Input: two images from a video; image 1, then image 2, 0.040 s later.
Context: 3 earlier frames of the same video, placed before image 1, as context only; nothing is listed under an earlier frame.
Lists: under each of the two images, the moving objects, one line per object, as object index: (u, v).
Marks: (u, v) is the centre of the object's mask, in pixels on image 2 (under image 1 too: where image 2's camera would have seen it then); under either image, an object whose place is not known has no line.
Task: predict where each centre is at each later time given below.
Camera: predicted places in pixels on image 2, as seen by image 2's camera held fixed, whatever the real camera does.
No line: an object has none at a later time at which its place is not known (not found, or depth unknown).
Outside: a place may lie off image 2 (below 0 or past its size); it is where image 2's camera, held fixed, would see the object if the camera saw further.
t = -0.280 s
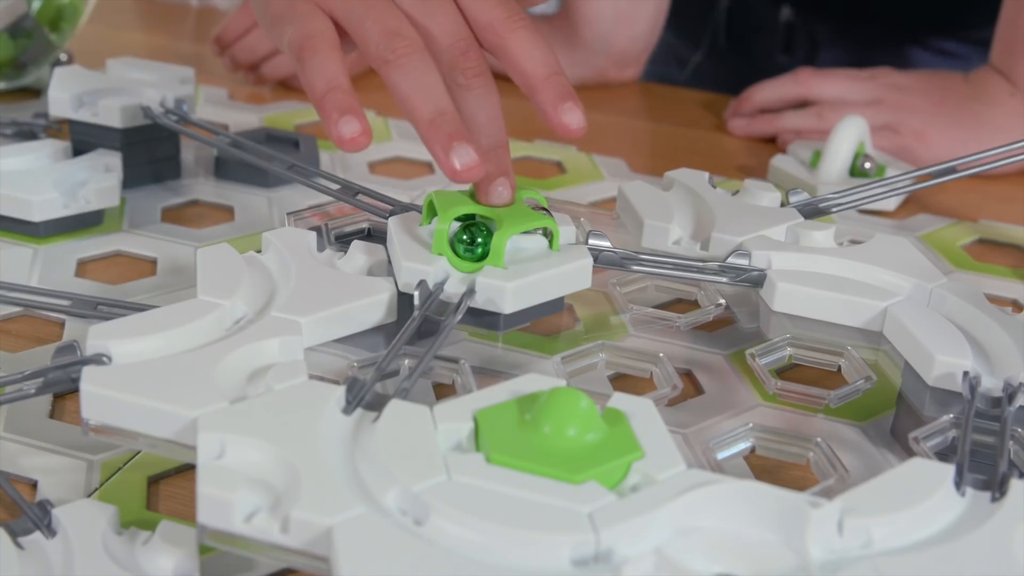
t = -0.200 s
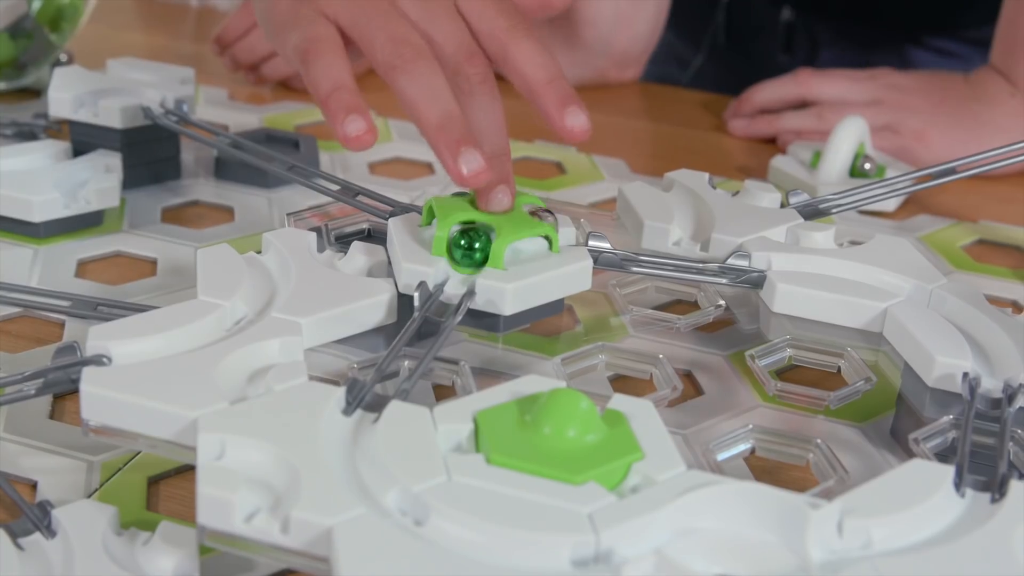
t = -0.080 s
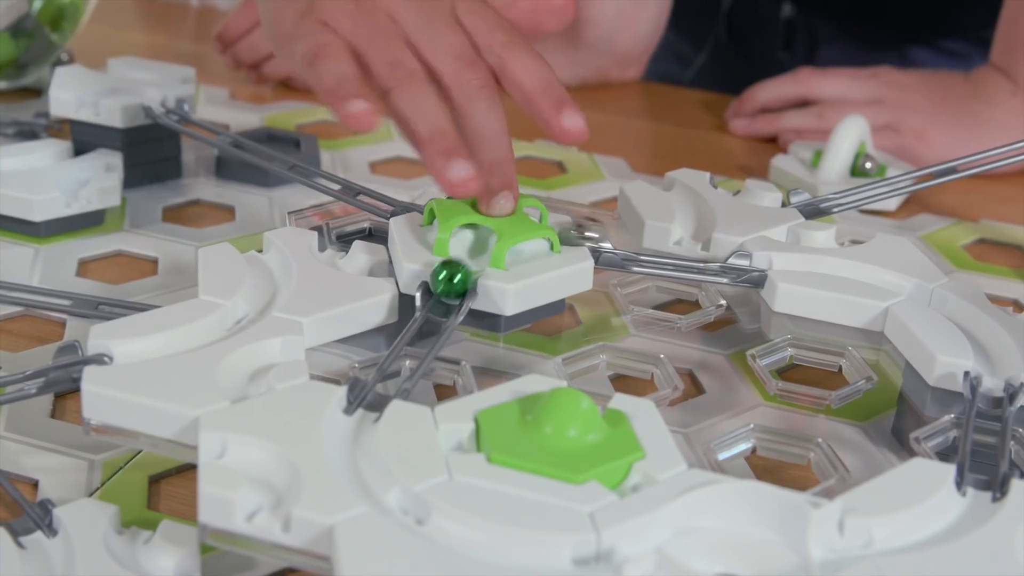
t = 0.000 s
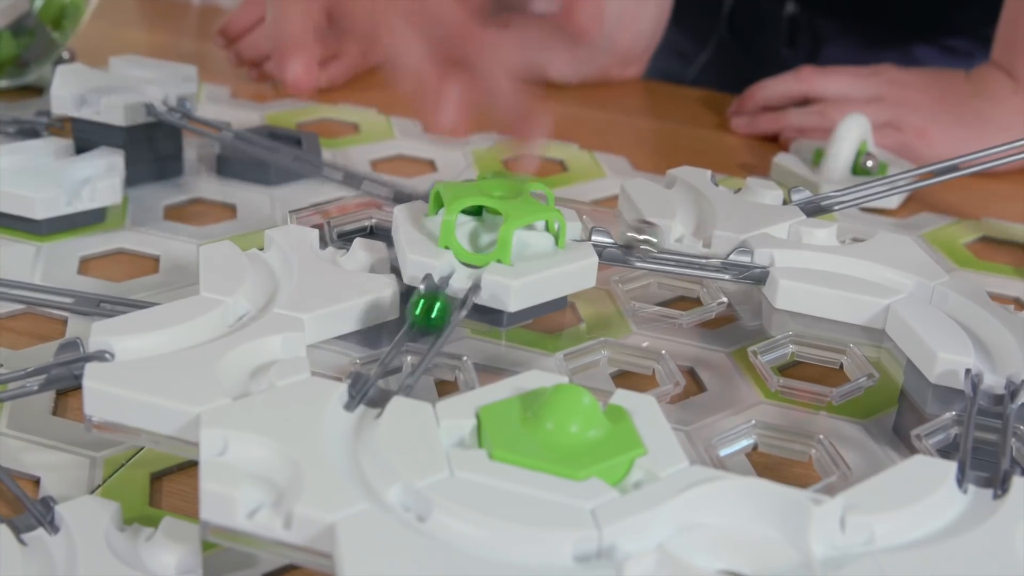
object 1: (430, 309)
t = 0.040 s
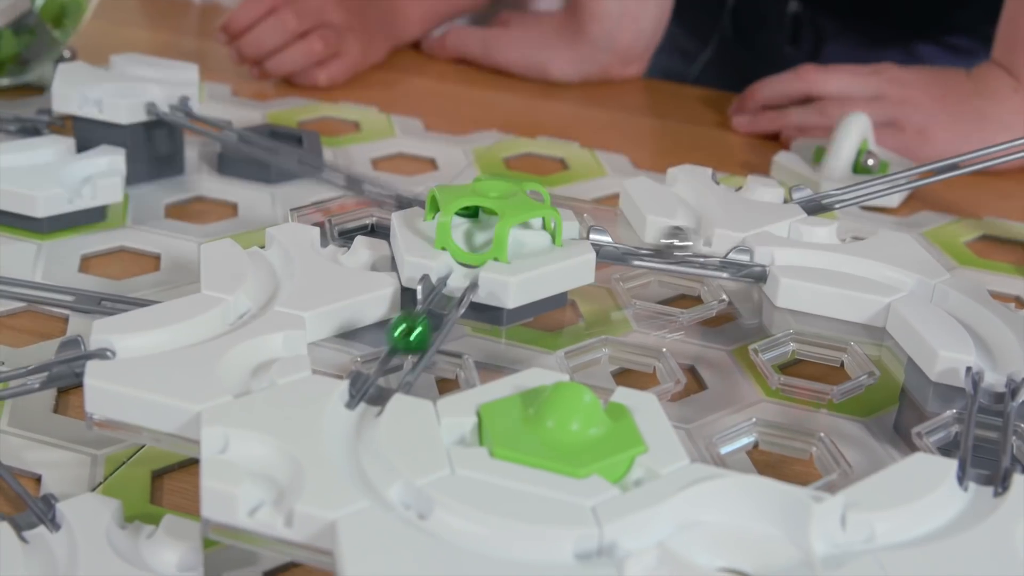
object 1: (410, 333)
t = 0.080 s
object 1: (390, 358)
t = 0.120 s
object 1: (367, 390)
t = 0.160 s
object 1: (354, 417)
